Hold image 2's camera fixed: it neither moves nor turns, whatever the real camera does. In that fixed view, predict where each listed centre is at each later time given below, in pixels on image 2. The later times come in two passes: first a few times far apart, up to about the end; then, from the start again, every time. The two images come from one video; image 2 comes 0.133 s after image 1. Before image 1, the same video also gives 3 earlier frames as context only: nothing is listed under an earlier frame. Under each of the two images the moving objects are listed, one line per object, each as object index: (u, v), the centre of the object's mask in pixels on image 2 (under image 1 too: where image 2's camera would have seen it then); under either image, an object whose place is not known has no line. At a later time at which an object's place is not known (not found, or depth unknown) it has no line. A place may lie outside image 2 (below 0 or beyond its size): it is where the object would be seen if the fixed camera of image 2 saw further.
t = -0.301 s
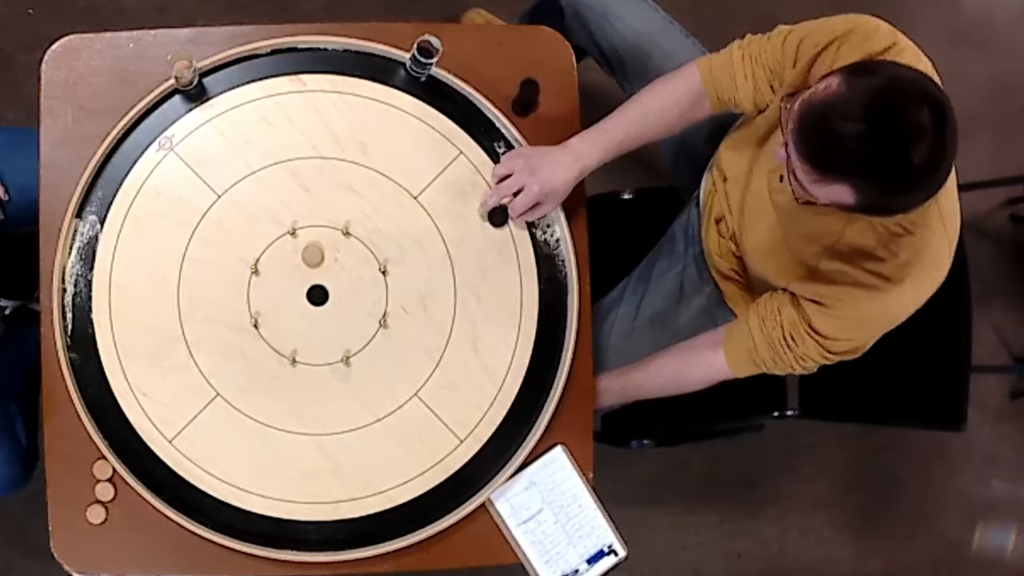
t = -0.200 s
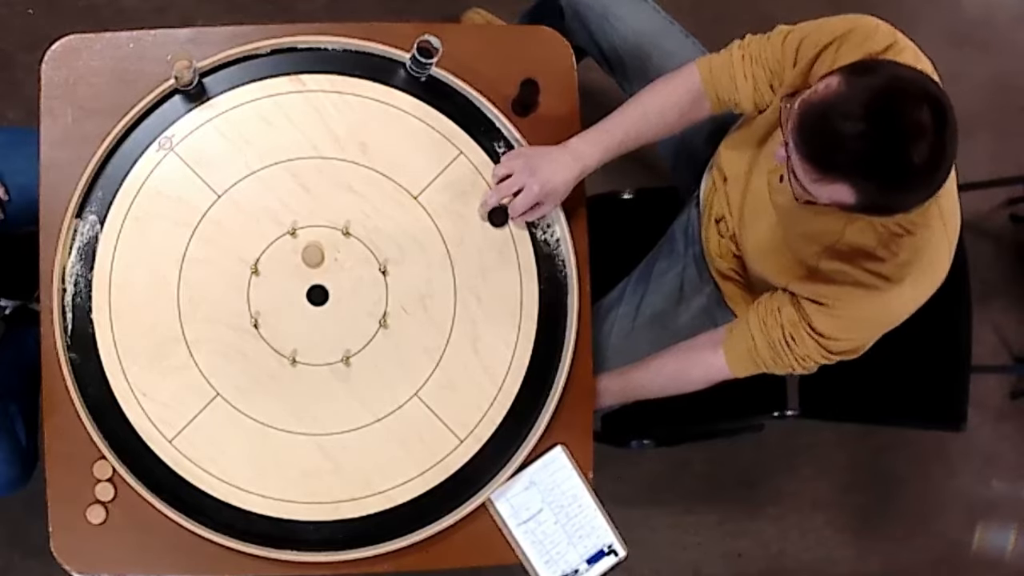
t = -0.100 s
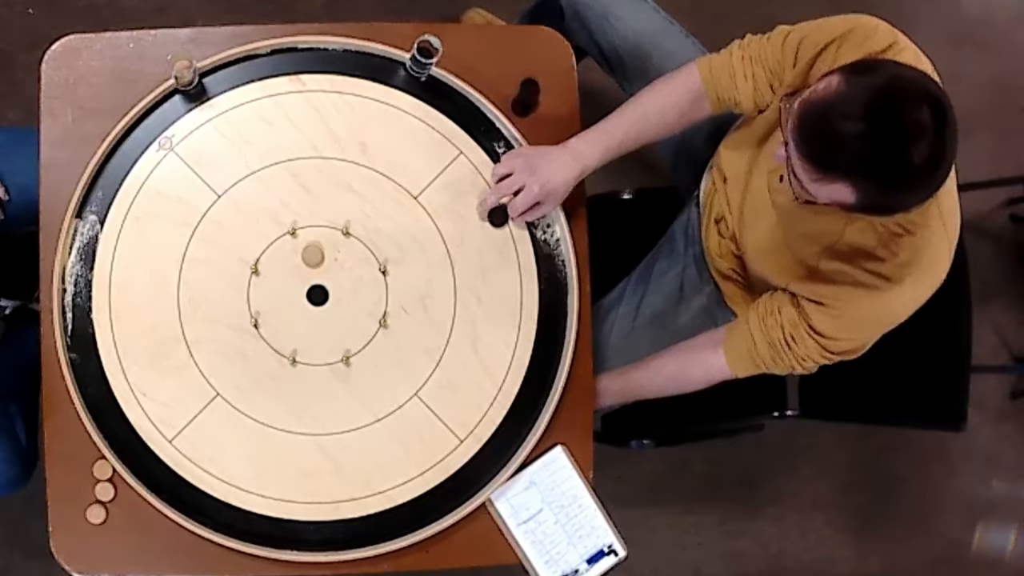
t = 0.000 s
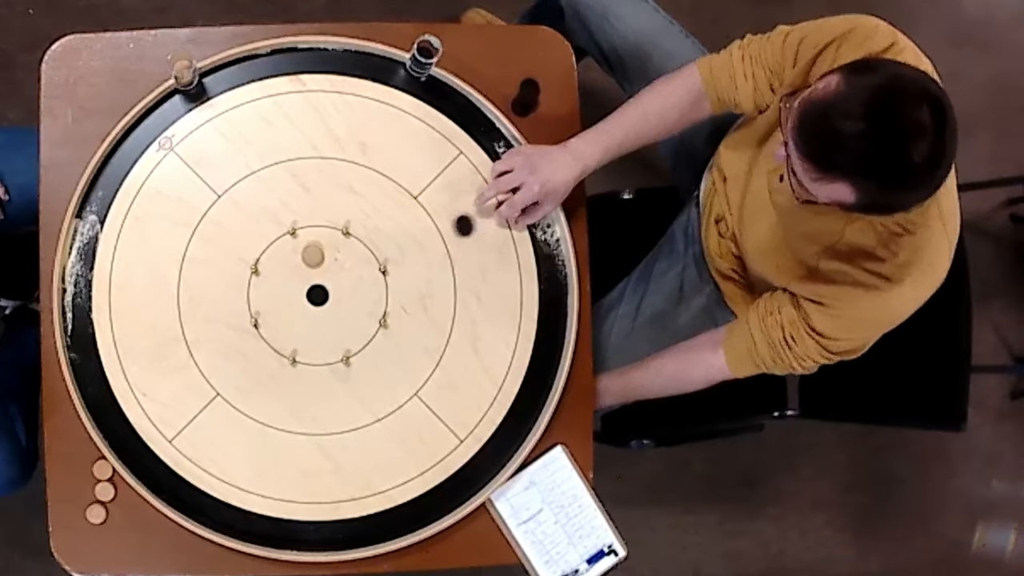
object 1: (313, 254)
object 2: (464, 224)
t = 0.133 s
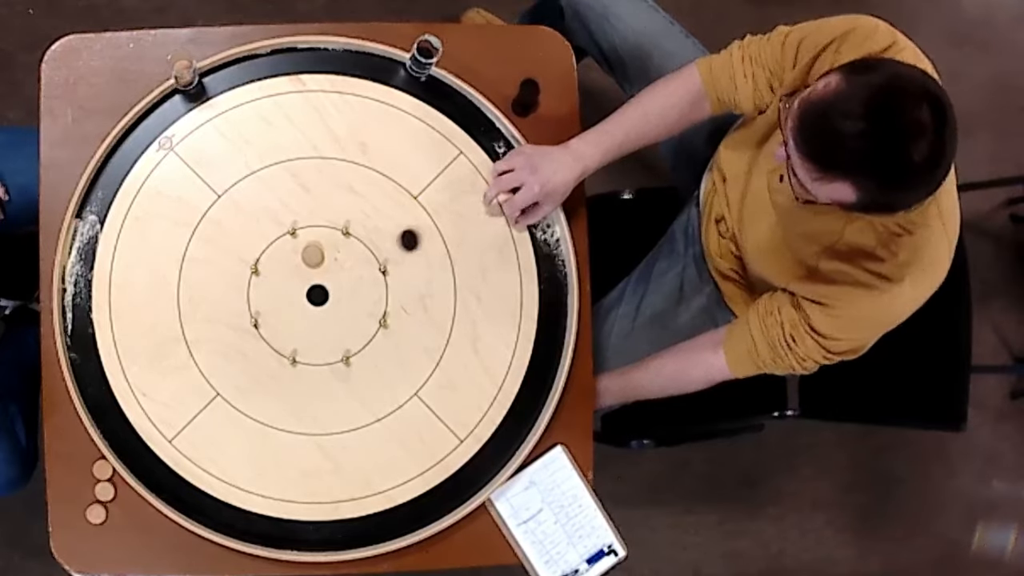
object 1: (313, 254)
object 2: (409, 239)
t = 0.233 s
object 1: (313, 254)
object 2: (370, 249)
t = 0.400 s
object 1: (288, 253)
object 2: (328, 269)
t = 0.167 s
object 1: (313, 254)
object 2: (396, 242)
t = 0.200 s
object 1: (313, 254)
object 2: (383, 246)
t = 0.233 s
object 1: (313, 254)
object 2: (370, 249)
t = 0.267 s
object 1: (313, 254)
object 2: (356, 253)
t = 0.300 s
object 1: (313, 255)
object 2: (344, 256)
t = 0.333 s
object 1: (310, 254)
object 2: (333, 260)
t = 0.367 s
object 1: (299, 253)
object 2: (331, 265)
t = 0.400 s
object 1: (288, 253)
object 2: (328, 269)
